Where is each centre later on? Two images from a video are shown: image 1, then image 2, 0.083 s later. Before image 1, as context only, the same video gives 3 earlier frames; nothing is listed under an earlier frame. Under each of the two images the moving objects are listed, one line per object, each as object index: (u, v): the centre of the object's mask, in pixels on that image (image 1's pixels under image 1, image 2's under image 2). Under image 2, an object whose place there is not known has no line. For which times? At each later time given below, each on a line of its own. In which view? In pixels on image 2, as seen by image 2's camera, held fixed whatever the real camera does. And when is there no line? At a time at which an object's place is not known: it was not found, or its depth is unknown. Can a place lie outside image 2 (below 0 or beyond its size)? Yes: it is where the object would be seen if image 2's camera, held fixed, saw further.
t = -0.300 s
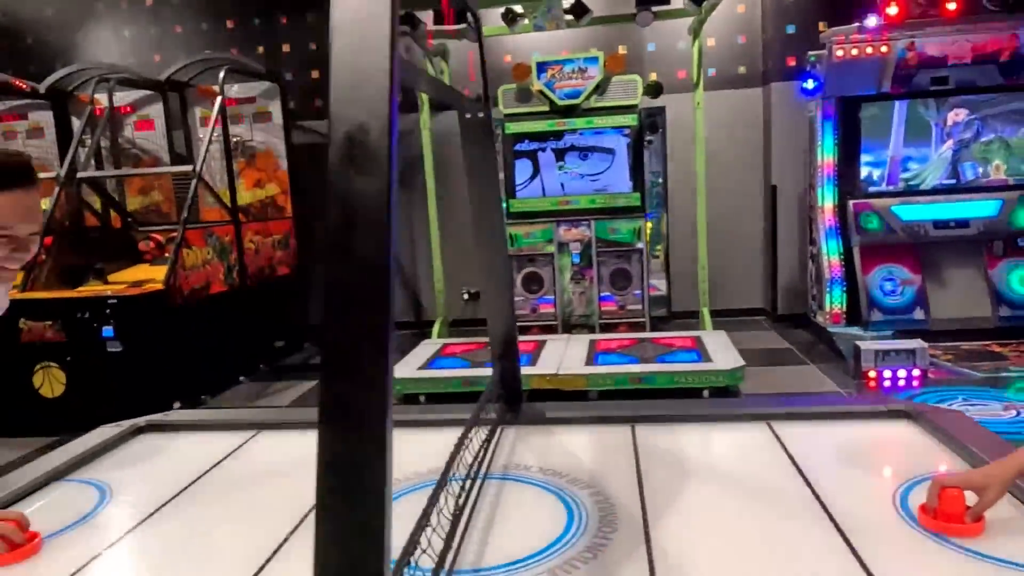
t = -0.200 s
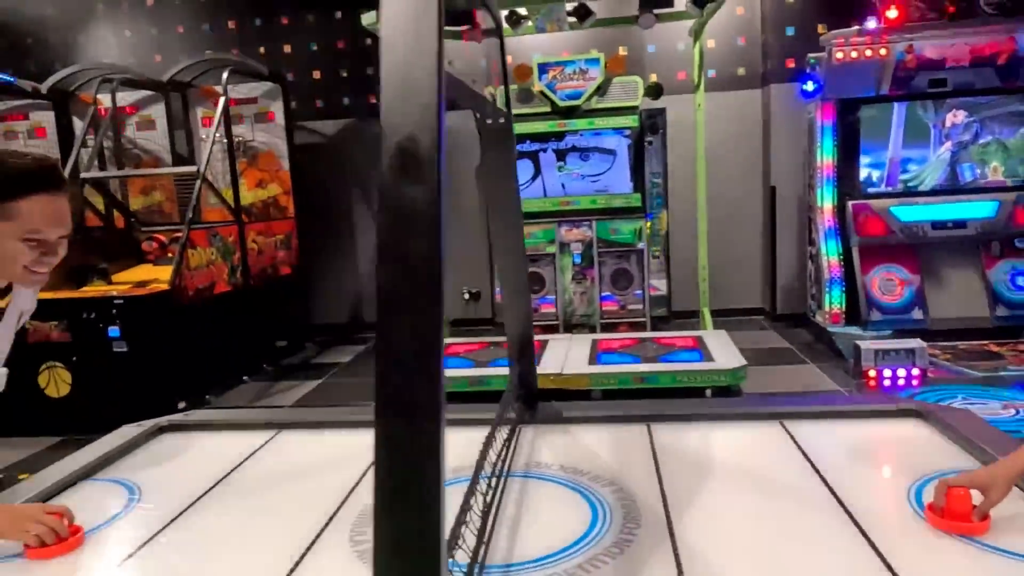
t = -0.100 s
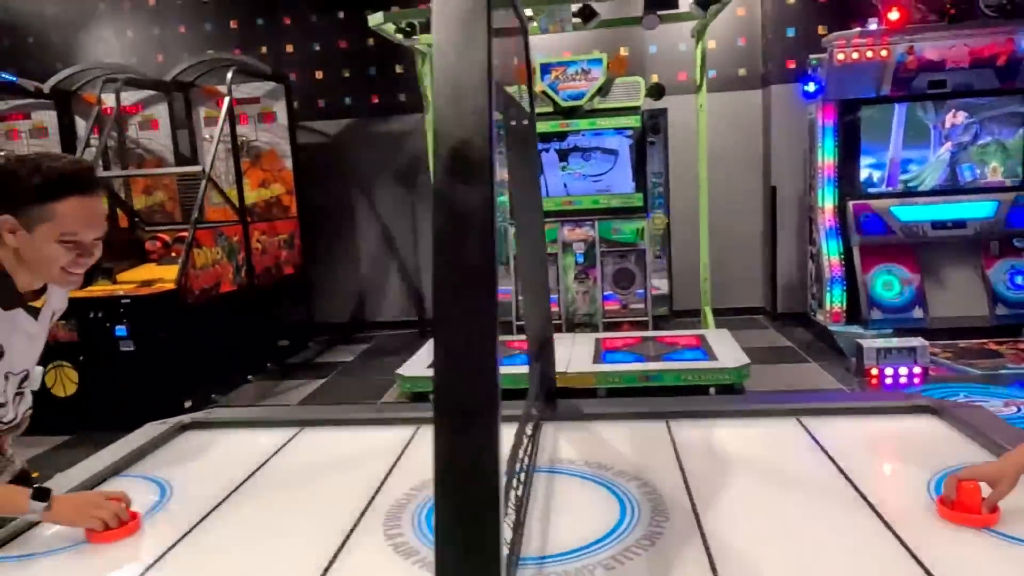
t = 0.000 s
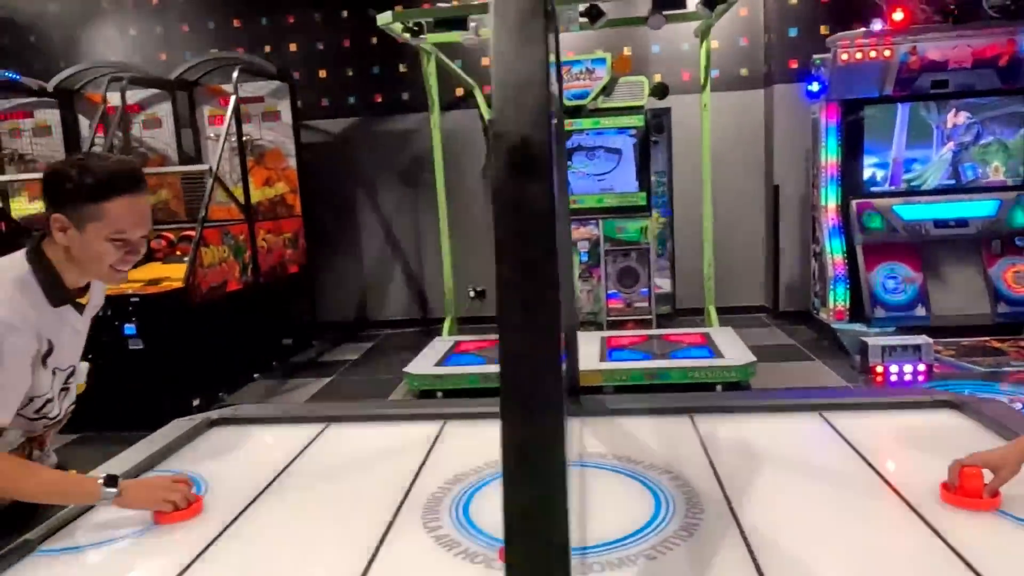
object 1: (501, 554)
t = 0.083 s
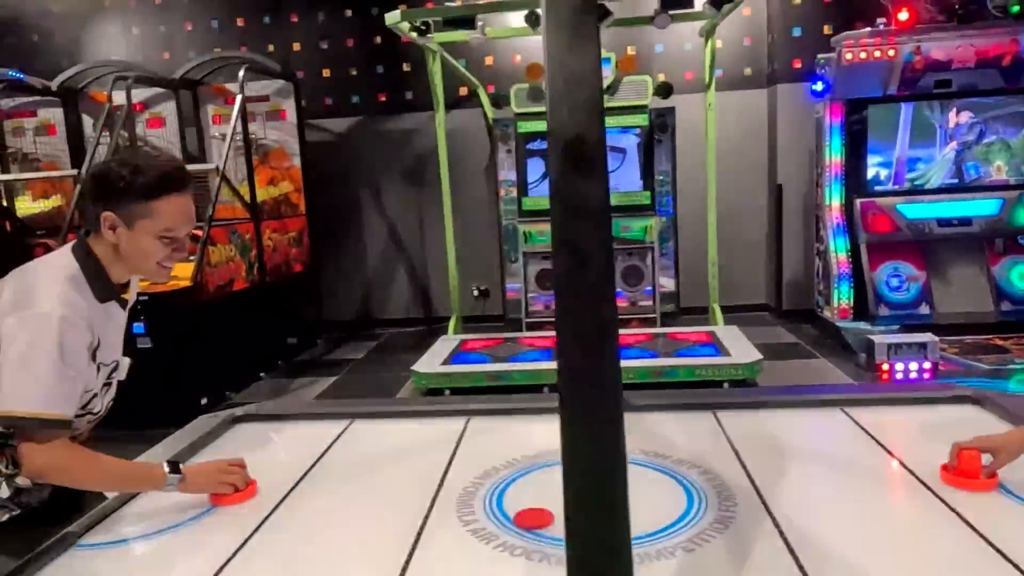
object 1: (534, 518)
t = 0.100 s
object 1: (529, 514)
